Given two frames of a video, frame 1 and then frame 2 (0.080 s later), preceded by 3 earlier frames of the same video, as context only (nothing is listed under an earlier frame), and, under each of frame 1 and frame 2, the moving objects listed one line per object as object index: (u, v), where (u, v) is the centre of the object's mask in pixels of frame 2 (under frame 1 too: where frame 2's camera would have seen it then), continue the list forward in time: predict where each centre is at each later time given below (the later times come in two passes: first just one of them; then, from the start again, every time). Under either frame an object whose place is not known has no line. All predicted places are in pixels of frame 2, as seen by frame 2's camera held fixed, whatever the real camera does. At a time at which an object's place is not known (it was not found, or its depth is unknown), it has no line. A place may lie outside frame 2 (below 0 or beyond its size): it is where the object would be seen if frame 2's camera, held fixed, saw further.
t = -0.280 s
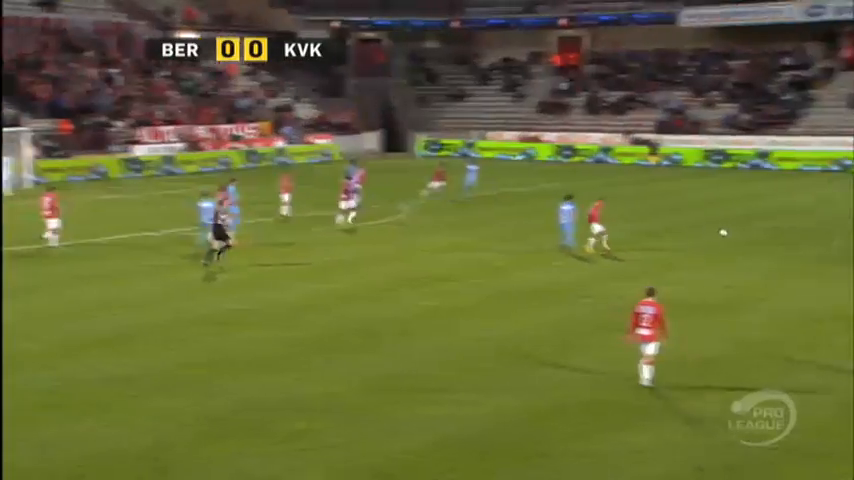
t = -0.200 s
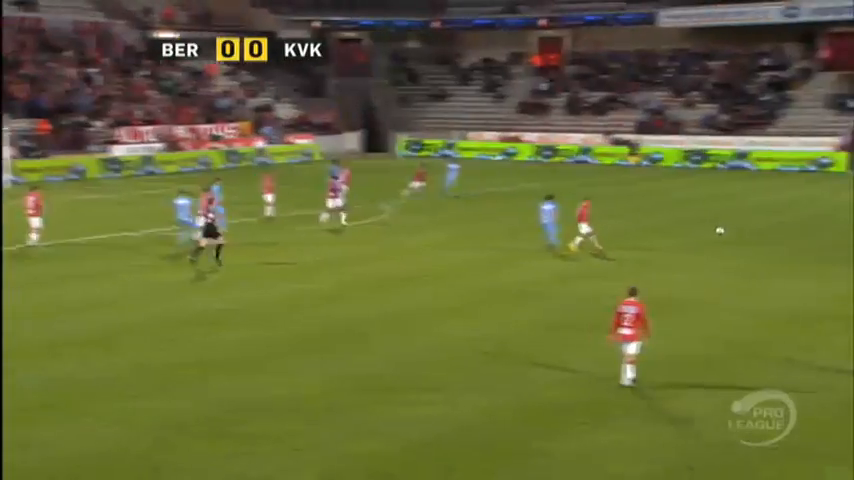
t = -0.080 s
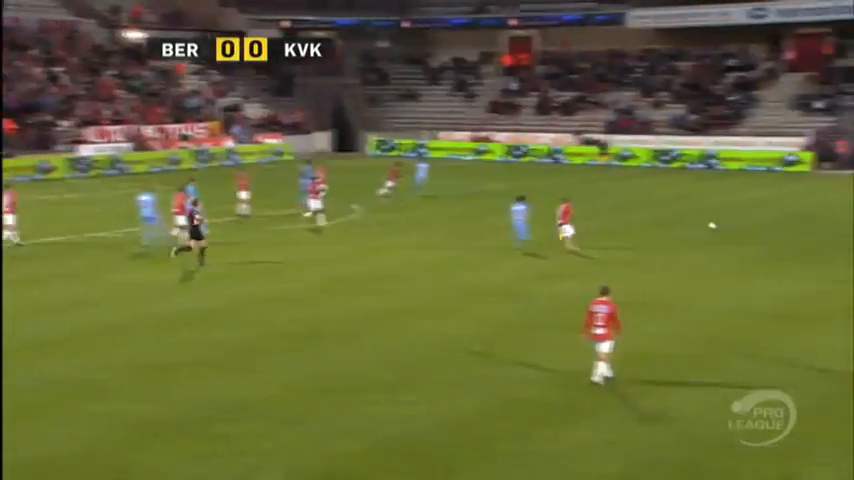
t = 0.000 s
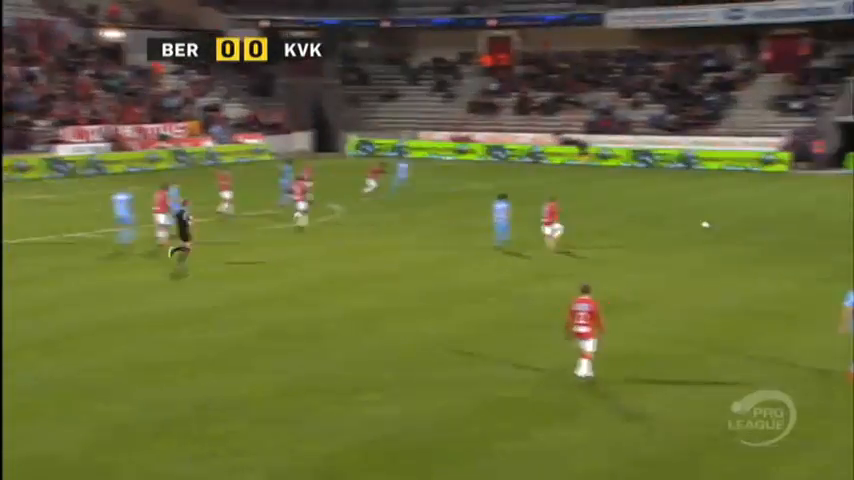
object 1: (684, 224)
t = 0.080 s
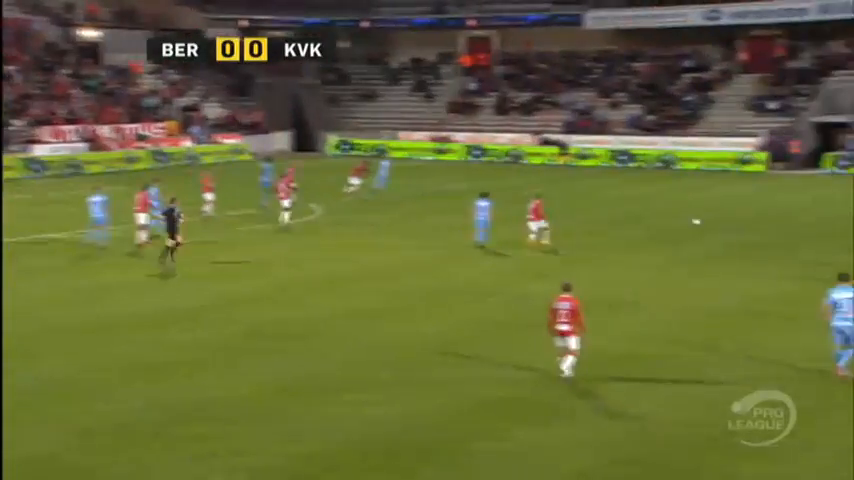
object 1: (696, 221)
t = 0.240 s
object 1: (719, 219)
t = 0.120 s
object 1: (702, 221)
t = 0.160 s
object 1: (708, 221)
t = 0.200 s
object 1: (714, 220)
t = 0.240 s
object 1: (719, 219)
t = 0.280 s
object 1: (725, 219)
